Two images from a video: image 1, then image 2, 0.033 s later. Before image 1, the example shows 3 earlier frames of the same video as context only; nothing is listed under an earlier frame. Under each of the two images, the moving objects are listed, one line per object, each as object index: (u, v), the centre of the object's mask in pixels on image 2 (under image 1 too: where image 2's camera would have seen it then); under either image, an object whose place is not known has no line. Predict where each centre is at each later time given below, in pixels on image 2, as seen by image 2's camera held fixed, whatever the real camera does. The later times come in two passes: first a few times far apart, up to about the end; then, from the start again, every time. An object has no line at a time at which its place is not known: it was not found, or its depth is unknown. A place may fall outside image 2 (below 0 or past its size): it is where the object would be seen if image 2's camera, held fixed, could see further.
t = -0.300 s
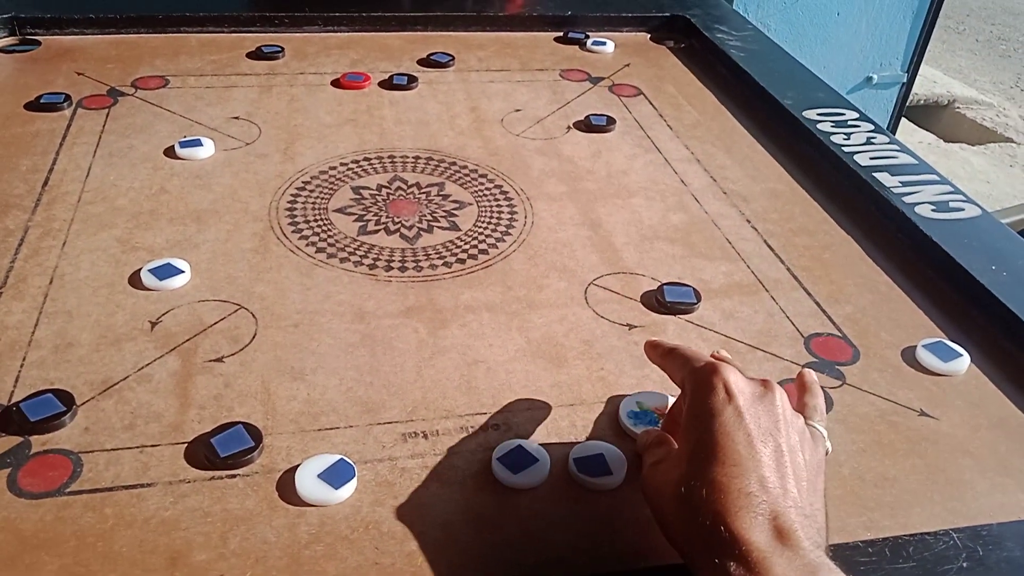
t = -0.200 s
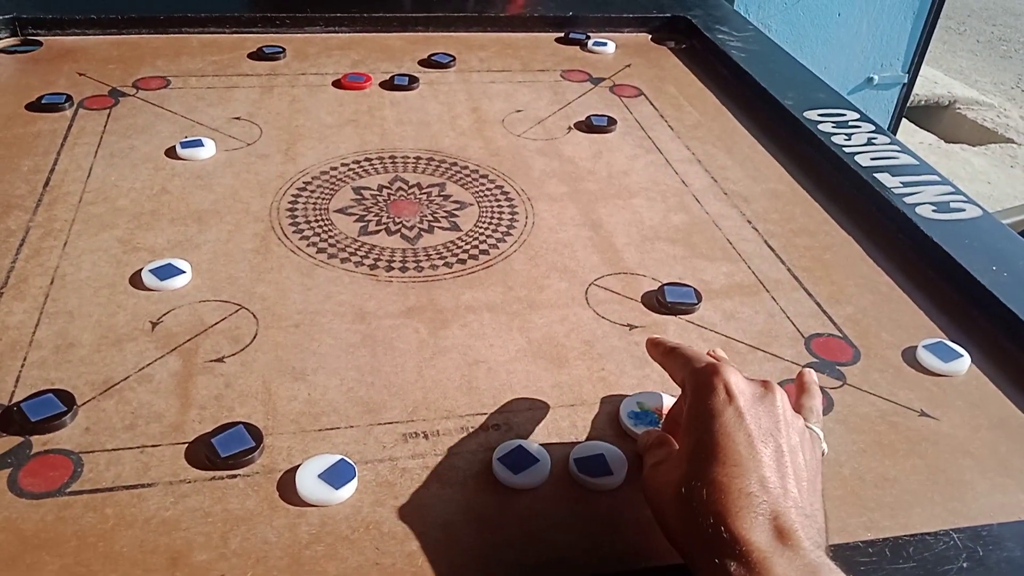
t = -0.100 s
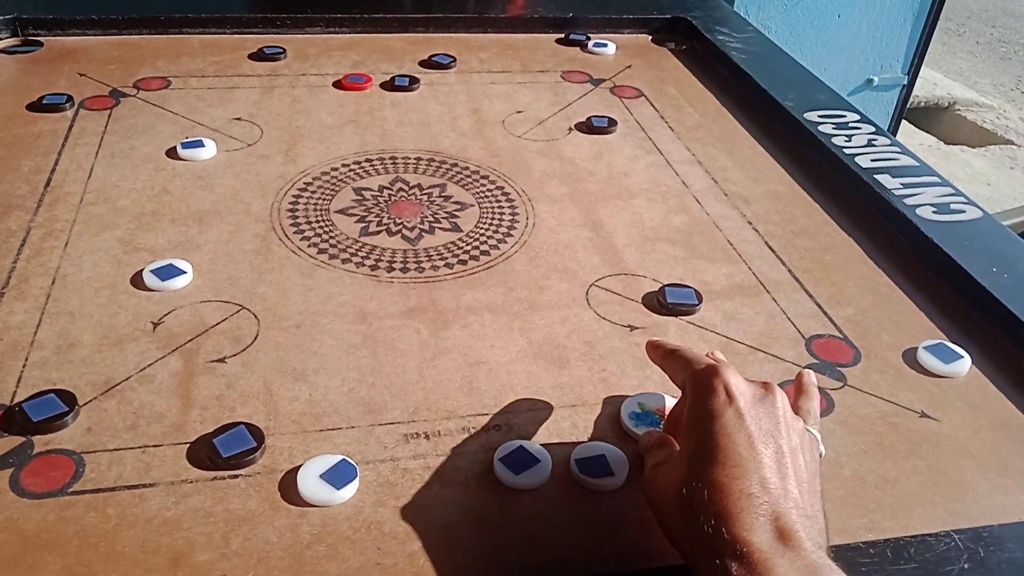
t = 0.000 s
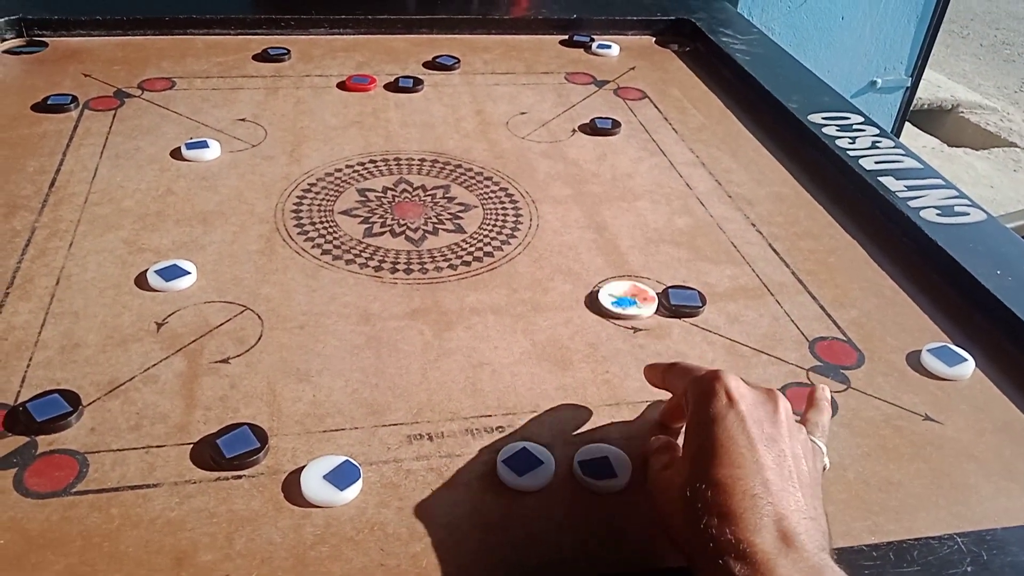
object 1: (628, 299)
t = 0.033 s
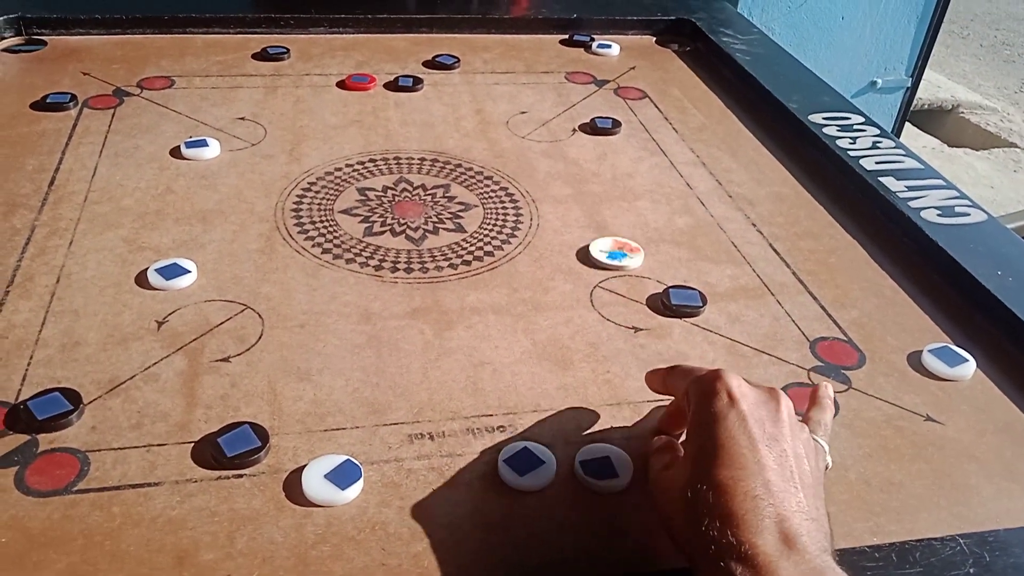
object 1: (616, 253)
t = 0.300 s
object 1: (493, 81)
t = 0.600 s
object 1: (479, 44)
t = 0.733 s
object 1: (482, 39)
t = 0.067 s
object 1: (607, 211)
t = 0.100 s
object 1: (597, 176)
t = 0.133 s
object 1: (589, 145)
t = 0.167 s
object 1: (571, 128)
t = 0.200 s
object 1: (550, 116)
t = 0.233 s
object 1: (530, 104)
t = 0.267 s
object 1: (511, 92)
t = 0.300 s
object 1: (493, 81)
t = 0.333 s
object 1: (477, 71)
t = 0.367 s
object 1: (476, 67)
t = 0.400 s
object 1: (476, 63)
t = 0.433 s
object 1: (476, 59)
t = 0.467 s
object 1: (476, 55)
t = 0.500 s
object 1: (477, 52)
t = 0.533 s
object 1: (477, 49)
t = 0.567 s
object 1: (478, 46)
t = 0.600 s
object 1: (479, 44)
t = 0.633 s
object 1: (479, 42)
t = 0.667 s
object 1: (480, 39)
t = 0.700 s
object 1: (479, 38)
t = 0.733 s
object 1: (482, 39)
